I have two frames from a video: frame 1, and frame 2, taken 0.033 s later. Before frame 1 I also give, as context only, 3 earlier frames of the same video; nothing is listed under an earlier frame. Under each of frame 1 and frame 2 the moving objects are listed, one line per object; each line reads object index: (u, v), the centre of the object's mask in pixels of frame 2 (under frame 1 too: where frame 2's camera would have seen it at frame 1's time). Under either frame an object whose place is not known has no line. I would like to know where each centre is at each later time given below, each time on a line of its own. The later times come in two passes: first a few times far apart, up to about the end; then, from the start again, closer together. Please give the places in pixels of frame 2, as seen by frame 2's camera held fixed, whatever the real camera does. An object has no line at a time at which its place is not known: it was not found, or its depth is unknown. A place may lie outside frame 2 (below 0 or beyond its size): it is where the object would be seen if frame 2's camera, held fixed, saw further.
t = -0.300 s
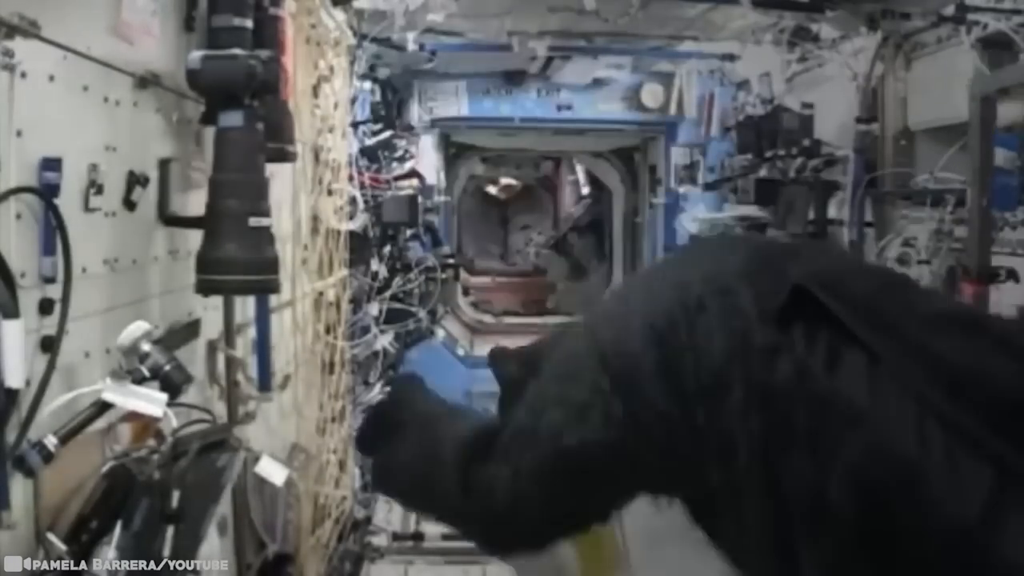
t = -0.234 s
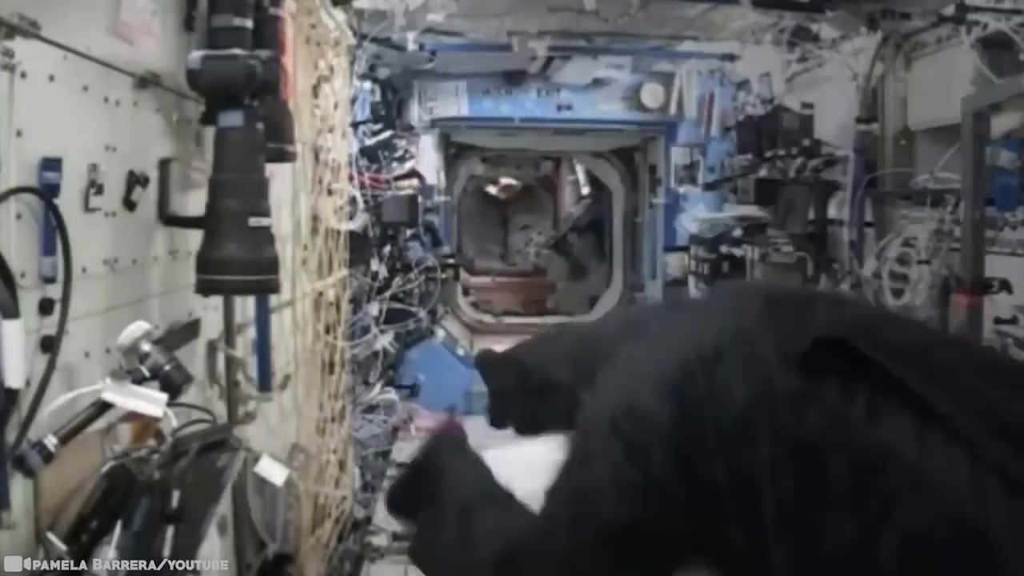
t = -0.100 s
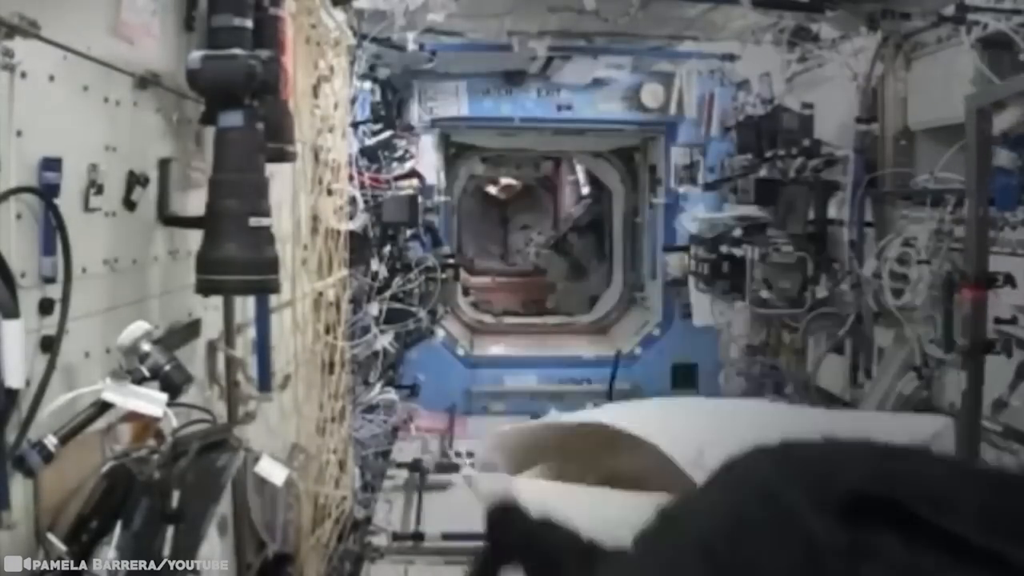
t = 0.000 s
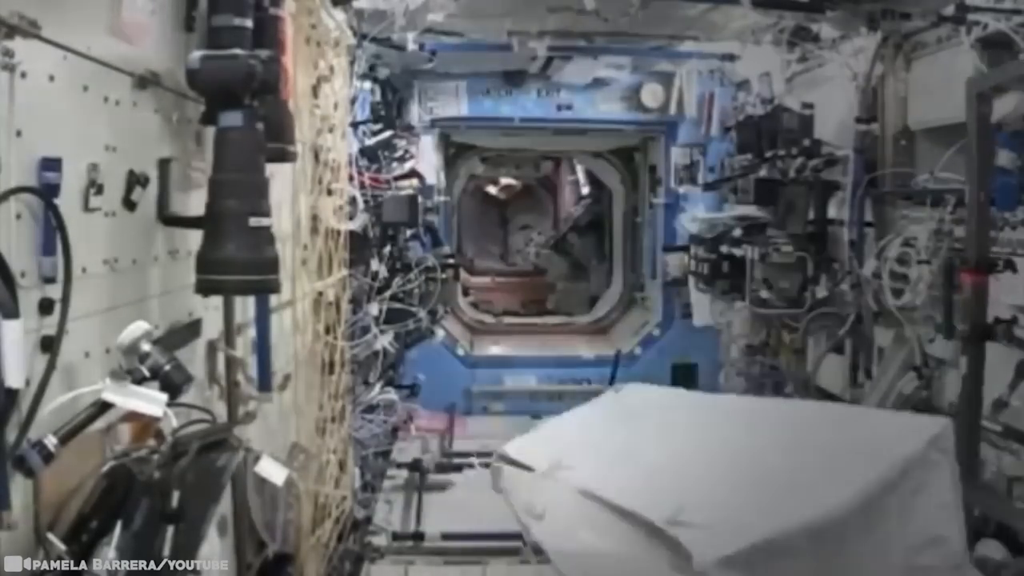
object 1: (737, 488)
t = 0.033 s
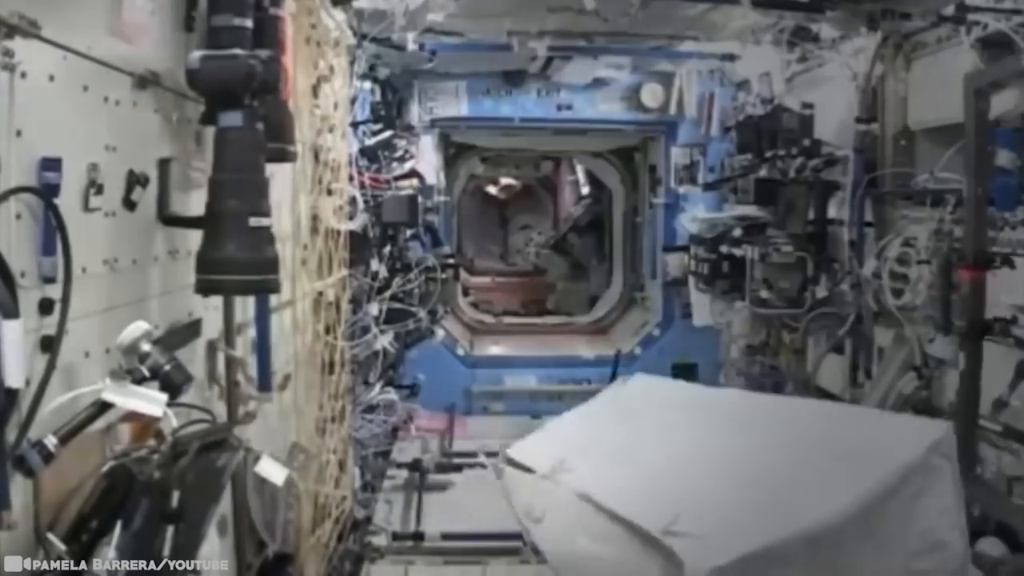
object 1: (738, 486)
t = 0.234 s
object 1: (724, 478)
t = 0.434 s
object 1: (704, 465)
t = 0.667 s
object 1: (714, 446)
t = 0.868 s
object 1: (728, 433)
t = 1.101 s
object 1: (734, 418)
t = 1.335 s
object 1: (727, 403)
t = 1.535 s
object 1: (722, 389)
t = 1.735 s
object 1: (716, 375)
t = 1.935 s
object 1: (710, 362)
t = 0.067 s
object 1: (737, 486)
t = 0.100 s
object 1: (735, 485)
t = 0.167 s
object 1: (730, 482)
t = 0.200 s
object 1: (728, 480)
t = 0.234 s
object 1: (724, 478)
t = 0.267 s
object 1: (721, 476)
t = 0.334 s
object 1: (715, 472)
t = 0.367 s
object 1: (711, 470)
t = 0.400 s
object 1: (707, 467)
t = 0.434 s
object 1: (704, 465)
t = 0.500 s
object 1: (700, 459)
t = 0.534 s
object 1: (702, 456)
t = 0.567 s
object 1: (705, 454)
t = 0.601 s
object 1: (708, 451)
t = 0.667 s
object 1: (714, 446)
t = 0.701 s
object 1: (717, 444)
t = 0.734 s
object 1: (719, 442)
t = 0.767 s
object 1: (722, 439)
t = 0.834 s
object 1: (726, 435)
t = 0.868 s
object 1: (728, 433)
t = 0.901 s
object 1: (730, 431)
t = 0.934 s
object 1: (731, 429)
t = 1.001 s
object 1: (734, 425)
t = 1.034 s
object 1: (735, 422)
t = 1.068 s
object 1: (735, 420)
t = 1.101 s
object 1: (734, 418)
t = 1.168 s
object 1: (732, 414)
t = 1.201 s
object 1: (731, 411)
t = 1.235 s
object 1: (730, 409)
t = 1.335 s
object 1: (727, 403)
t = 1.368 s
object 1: (726, 400)
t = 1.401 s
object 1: (725, 398)
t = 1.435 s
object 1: (724, 395)
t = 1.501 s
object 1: (722, 391)
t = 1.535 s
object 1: (722, 389)
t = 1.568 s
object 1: (721, 387)
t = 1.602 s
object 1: (719, 384)
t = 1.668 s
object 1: (717, 380)
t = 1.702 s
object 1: (717, 377)
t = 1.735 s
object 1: (716, 375)
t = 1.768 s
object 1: (714, 373)
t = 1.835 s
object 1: (712, 368)
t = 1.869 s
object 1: (711, 366)
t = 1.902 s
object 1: (710, 364)
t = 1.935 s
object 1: (710, 362)
